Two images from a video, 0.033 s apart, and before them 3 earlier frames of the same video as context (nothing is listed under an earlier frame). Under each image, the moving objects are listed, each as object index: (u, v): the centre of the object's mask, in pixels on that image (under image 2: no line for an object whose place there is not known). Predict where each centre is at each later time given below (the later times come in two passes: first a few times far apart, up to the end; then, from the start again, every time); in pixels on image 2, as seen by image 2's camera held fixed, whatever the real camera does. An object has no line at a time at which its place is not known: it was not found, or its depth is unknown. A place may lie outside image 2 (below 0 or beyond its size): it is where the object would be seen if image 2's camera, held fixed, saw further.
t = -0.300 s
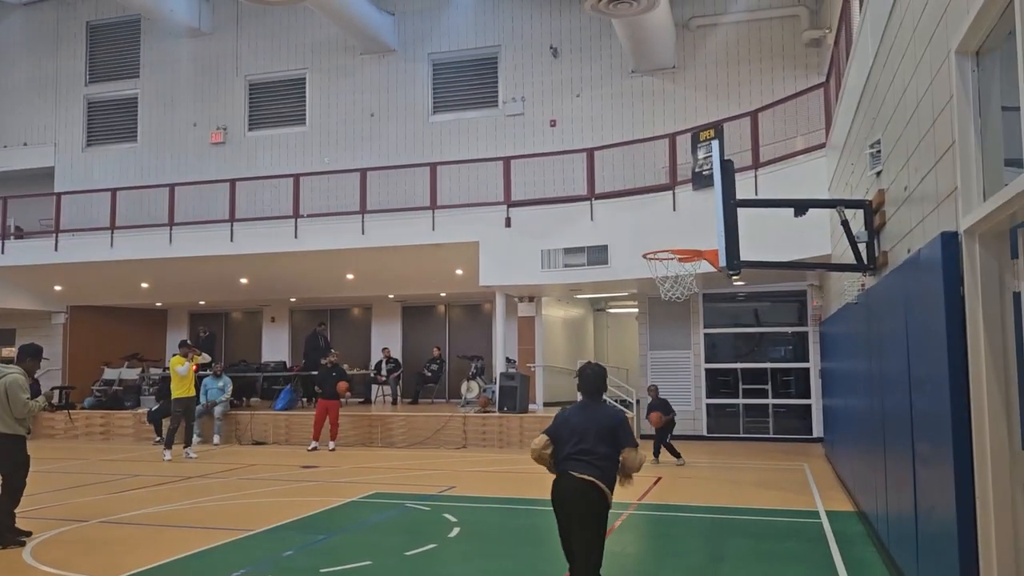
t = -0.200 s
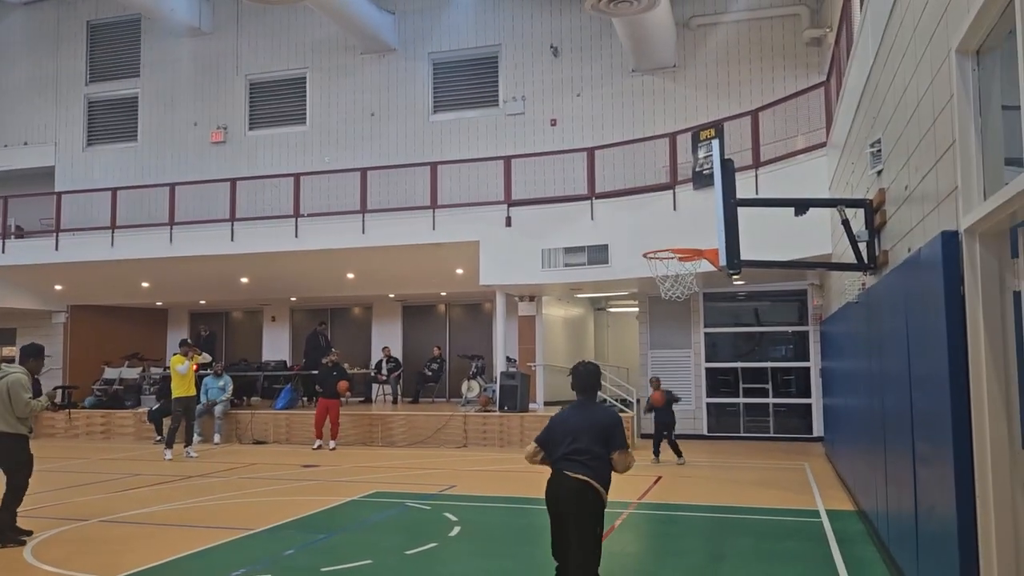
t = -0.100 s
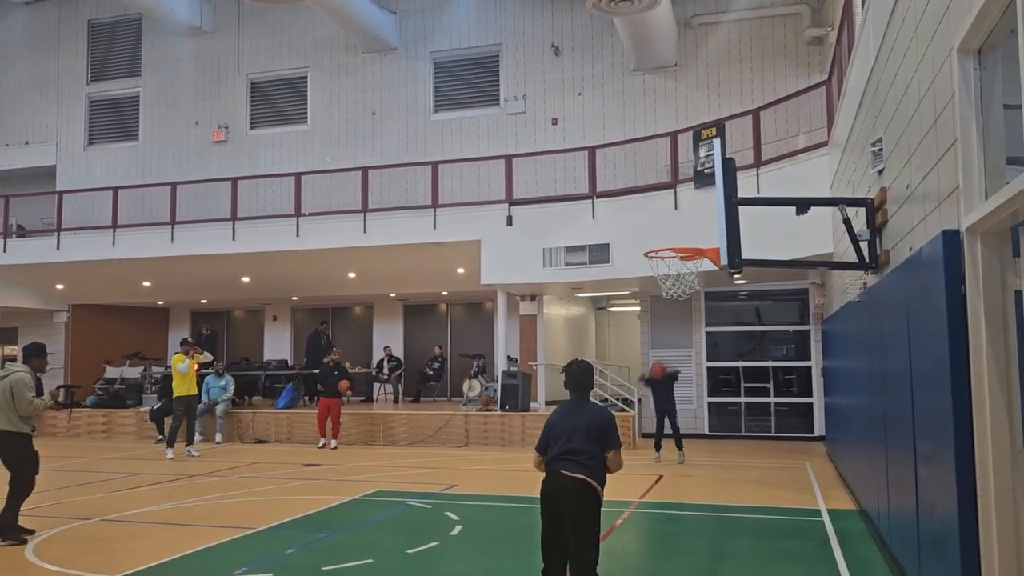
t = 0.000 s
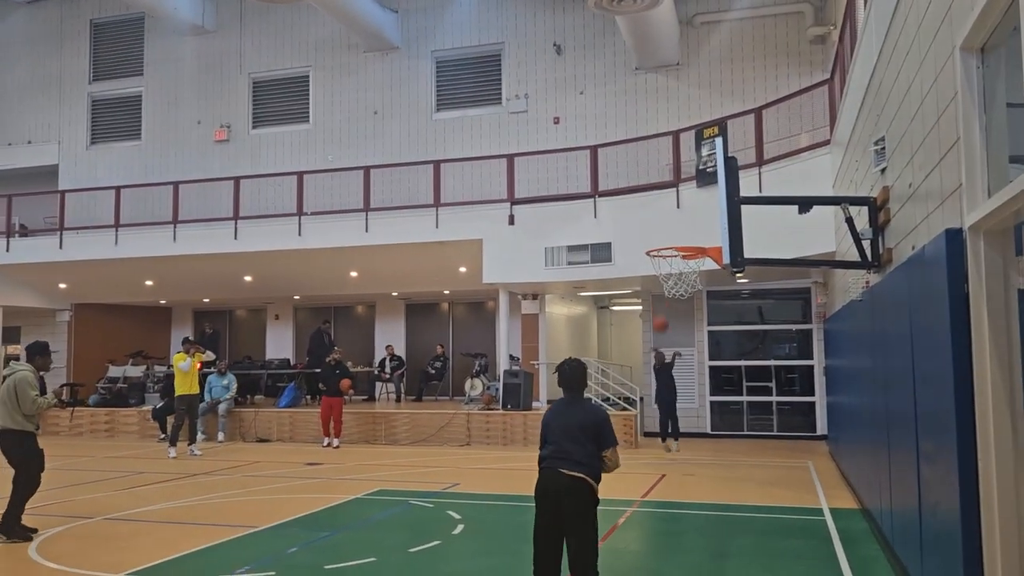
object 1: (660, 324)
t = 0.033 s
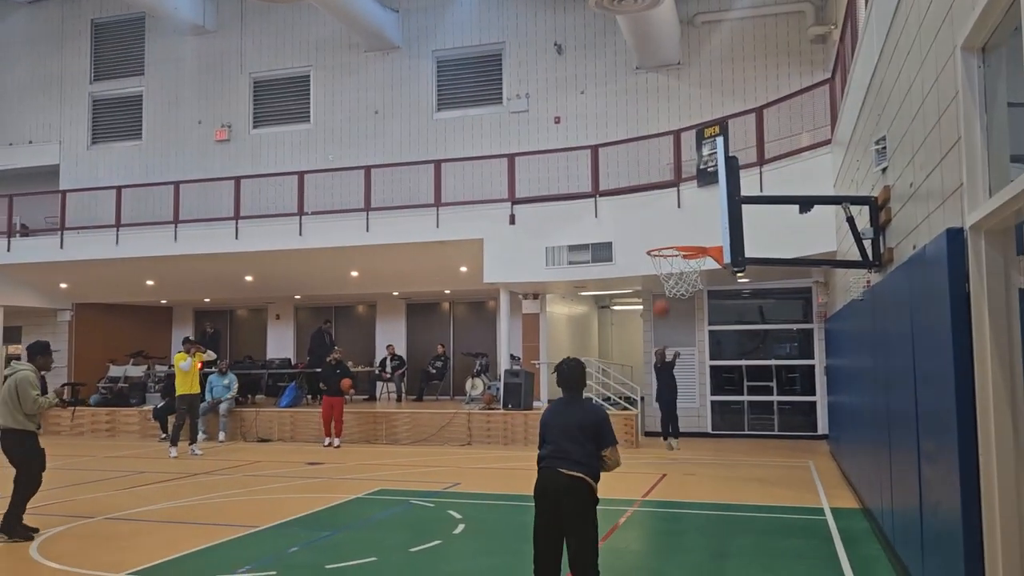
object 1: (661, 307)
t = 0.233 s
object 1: (663, 229)
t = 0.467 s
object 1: (669, 163)
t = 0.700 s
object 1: (676, 135)
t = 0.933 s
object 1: (685, 157)
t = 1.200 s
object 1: (671, 215)
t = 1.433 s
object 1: (573, 160)
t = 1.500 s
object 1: (547, 157)
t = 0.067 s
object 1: (659, 294)
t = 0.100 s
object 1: (658, 282)
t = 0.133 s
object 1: (665, 265)
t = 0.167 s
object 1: (662, 252)
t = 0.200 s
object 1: (663, 240)
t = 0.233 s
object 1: (663, 229)
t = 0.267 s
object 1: (664, 217)
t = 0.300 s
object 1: (664, 207)
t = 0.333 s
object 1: (665, 196)
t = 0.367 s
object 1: (666, 187)
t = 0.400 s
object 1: (666, 179)
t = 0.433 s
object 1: (666, 170)
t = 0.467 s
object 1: (669, 163)
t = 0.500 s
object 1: (670, 157)
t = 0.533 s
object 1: (670, 151)
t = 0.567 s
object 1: (671, 146)
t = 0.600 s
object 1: (672, 142)
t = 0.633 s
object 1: (673, 139)
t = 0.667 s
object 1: (675, 136)
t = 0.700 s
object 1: (676, 135)
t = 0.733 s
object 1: (677, 135)
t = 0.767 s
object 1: (678, 135)
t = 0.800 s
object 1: (680, 137)
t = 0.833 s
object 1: (681, 140)
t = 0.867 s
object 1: (682, 144)
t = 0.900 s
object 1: (683, 149)
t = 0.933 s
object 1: (685, 157)
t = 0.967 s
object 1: (687, 166)
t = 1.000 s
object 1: (688, 175)
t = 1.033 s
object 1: (690, 187)
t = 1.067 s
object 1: (691, 200)
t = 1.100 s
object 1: (693, 215)
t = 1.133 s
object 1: (695, 232)
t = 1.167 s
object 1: (686, 228)
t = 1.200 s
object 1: (671, 215)
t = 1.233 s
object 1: (656, 203)
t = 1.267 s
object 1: (641, 192)
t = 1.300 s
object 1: (628, 183)
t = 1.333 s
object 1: (614, 176)
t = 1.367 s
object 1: (600, 169)
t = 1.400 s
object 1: (586, 164)
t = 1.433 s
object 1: (573, 160)
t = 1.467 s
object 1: (560, 158)
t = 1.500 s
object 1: (547, 157)
